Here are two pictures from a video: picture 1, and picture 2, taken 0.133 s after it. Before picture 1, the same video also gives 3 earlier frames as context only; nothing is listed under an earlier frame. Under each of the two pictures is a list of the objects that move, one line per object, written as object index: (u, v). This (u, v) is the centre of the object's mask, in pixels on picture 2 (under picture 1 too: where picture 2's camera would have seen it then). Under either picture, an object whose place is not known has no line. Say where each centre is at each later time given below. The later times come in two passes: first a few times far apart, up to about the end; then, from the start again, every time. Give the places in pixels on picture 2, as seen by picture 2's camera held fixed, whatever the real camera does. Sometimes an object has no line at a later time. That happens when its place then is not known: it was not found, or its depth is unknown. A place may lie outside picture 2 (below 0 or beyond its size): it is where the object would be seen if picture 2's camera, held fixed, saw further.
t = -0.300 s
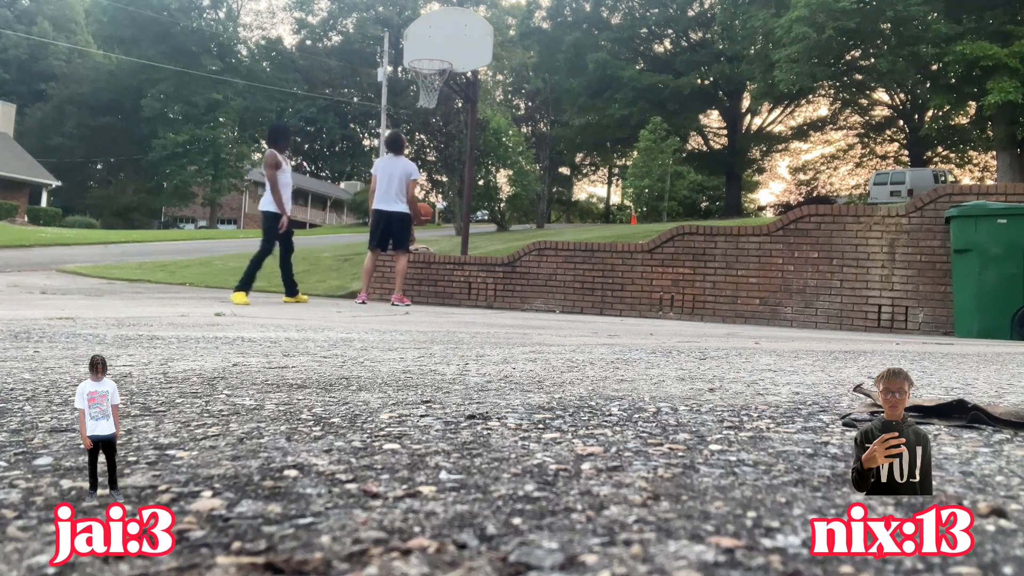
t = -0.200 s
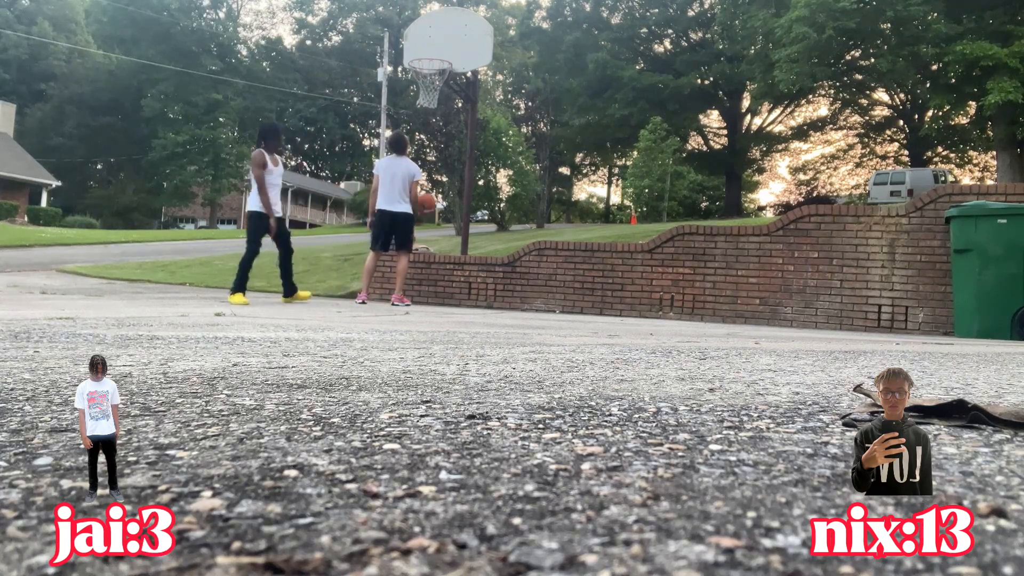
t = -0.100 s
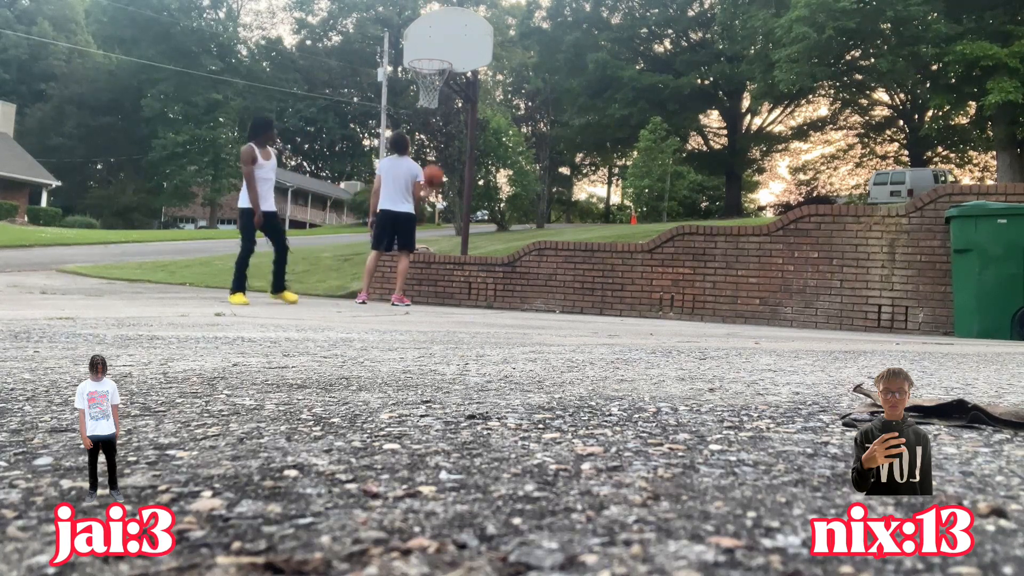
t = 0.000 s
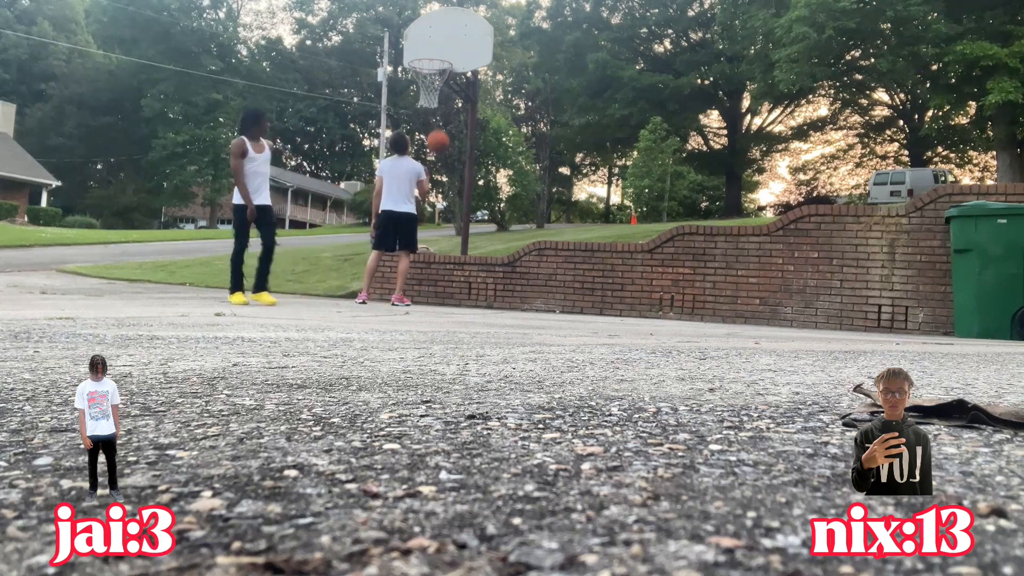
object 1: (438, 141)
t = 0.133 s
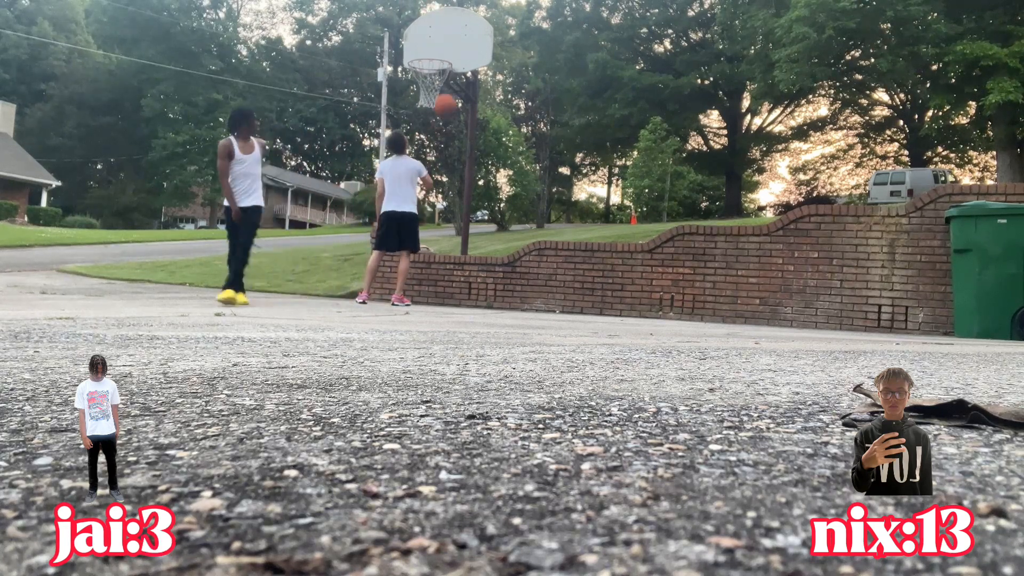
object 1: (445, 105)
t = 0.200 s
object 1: (449, 93)
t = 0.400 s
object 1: (457, 81)
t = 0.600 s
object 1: (462, 107)
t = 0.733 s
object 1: (465, 150)
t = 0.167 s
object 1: (447, 98)
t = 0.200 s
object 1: (449, 93)
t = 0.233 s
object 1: (450, 89)
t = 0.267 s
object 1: (452, 85)
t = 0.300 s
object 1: (453, 82)
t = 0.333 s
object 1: (455, 81)
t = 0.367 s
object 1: (456, 81)
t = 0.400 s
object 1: (457, 81)
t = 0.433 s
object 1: (458, 83)
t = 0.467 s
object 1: (459, 85)
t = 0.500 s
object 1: (460, 89)
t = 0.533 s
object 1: (461, 94)
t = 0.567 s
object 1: (461, 100)
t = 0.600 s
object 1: (462, 107)
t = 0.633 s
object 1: (464, 116)
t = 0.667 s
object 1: (464, 127)
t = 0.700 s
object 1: (465, 138)
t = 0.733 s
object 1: (465, 150)
